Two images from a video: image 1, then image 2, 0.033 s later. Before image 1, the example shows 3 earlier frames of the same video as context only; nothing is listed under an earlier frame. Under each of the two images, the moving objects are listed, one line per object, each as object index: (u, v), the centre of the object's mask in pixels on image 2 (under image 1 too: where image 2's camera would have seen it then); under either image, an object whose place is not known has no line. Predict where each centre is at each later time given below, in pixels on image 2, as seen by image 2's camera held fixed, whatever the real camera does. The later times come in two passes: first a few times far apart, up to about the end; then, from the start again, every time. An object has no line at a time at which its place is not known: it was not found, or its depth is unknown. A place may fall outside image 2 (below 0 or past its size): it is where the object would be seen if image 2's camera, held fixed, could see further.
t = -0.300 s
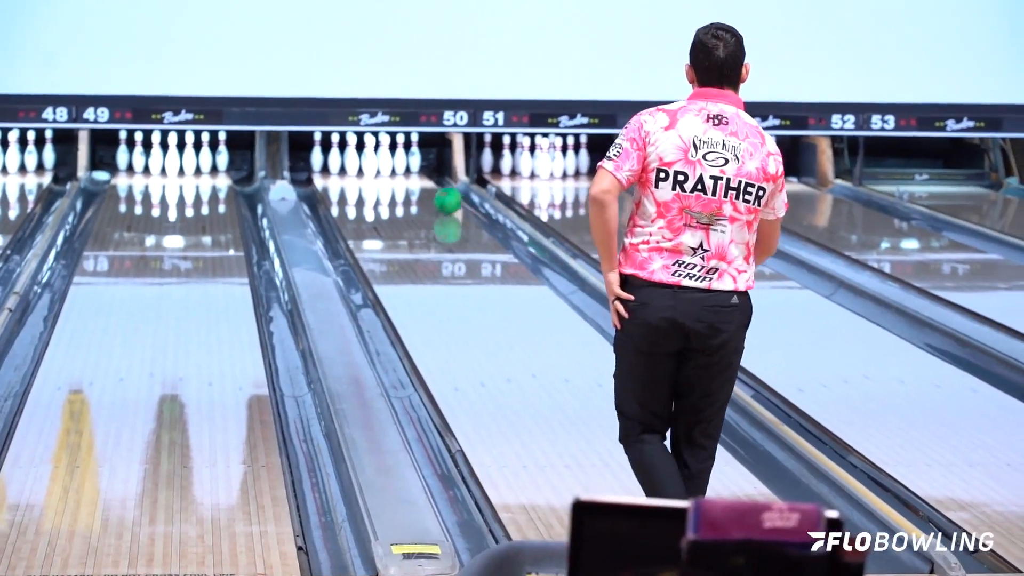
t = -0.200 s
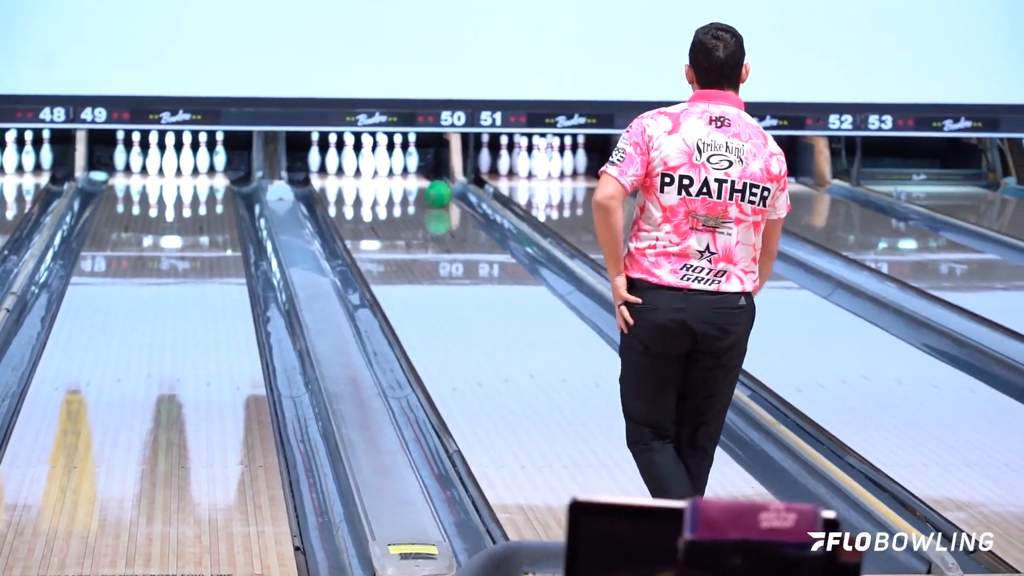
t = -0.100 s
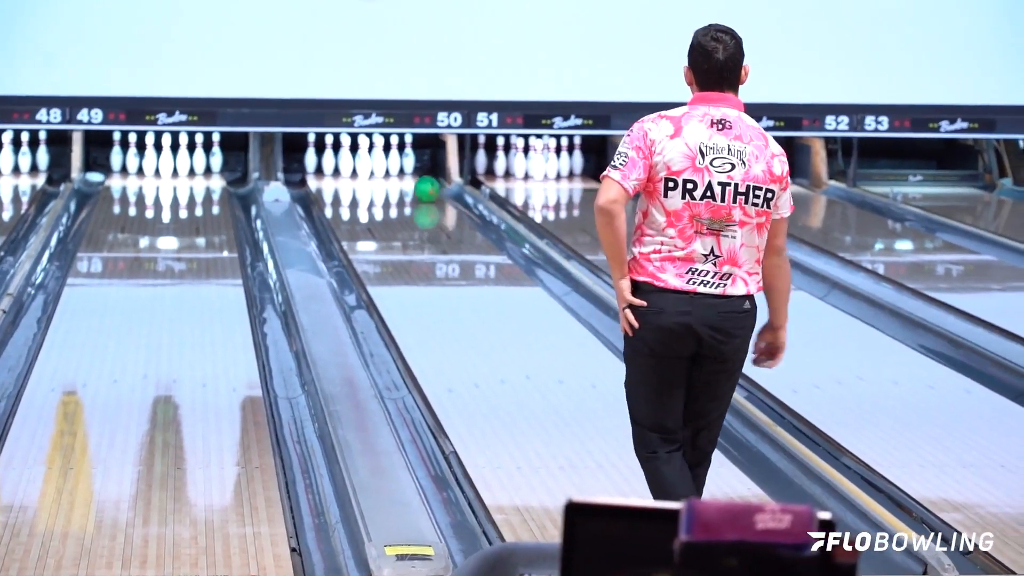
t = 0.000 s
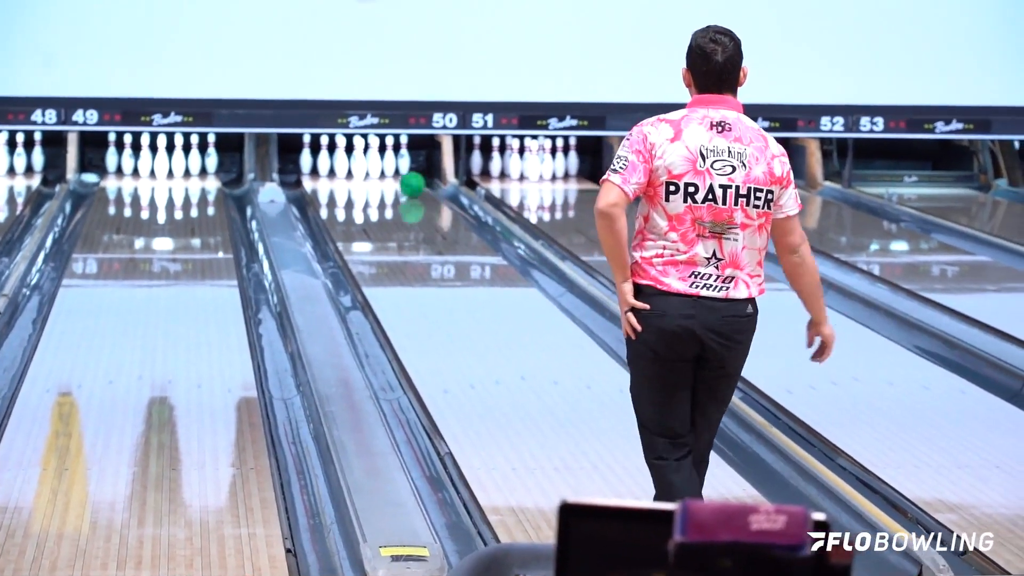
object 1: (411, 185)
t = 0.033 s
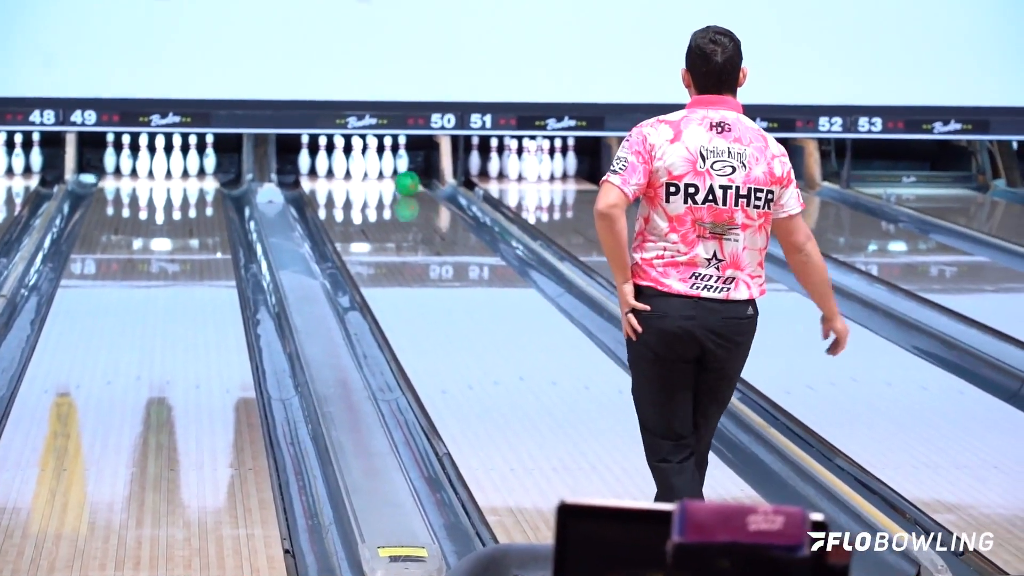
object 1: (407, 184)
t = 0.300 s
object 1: (370, 171)
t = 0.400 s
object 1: (364, 167)
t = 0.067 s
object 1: (403, 182)
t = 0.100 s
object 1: (399, 180)
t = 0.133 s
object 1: (394, 179)
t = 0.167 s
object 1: (390, 178)
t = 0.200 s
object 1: (386, 177)
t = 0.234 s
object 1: (381, 175)
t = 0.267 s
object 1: (375, 173)
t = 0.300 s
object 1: (370, 171)
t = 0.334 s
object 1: (366, 170)
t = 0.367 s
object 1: (365, 168)
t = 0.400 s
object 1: (364, 167)
